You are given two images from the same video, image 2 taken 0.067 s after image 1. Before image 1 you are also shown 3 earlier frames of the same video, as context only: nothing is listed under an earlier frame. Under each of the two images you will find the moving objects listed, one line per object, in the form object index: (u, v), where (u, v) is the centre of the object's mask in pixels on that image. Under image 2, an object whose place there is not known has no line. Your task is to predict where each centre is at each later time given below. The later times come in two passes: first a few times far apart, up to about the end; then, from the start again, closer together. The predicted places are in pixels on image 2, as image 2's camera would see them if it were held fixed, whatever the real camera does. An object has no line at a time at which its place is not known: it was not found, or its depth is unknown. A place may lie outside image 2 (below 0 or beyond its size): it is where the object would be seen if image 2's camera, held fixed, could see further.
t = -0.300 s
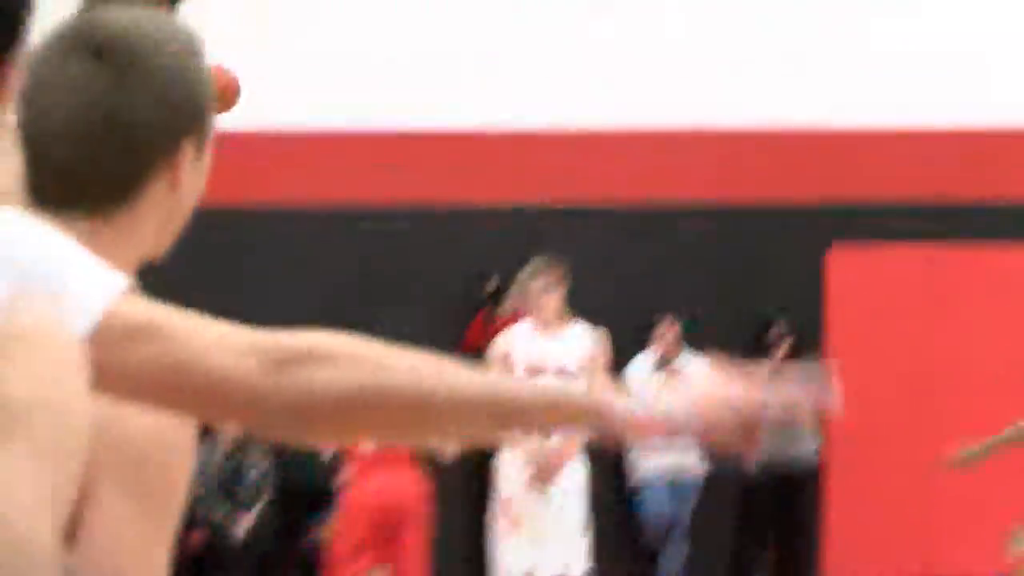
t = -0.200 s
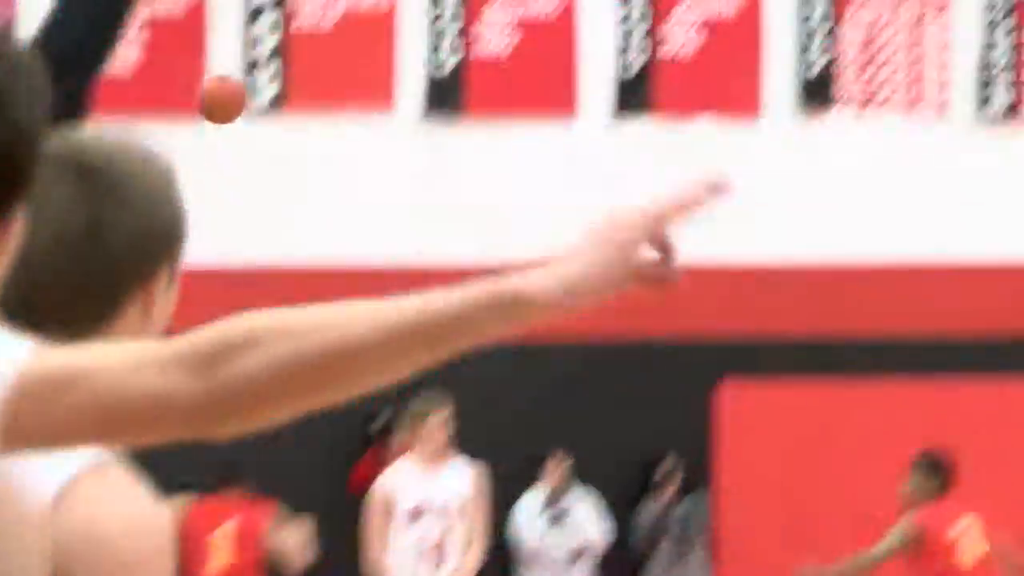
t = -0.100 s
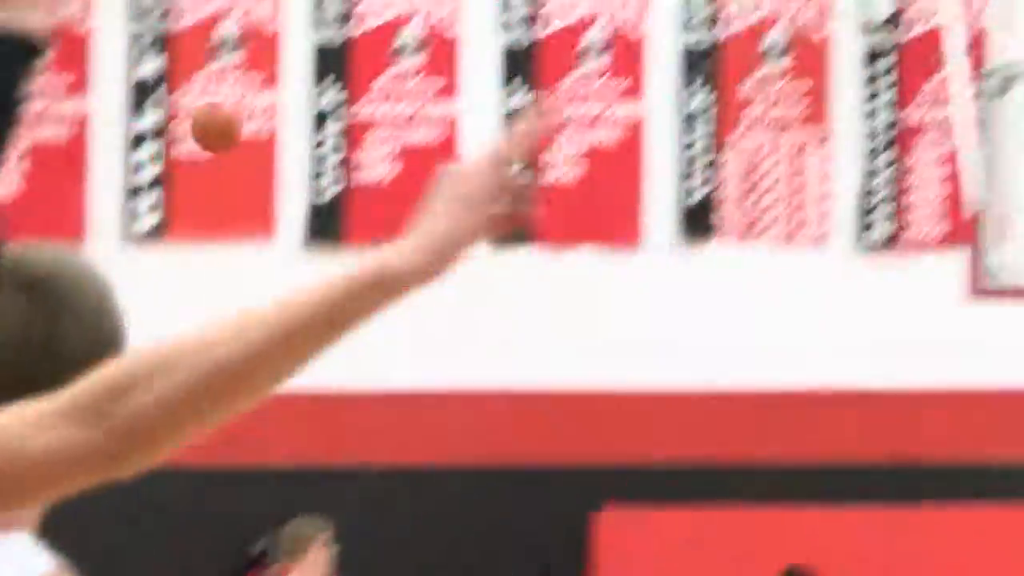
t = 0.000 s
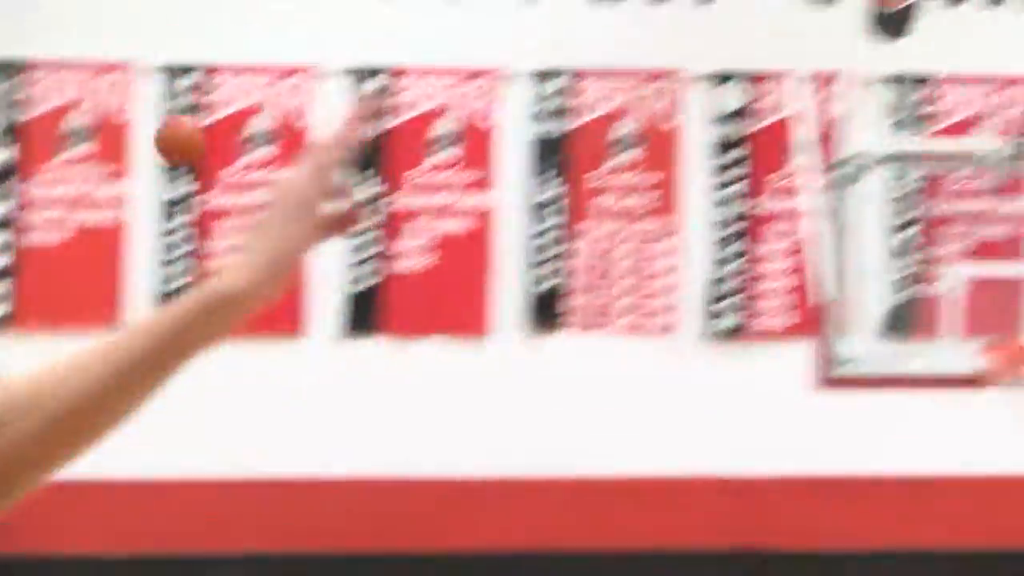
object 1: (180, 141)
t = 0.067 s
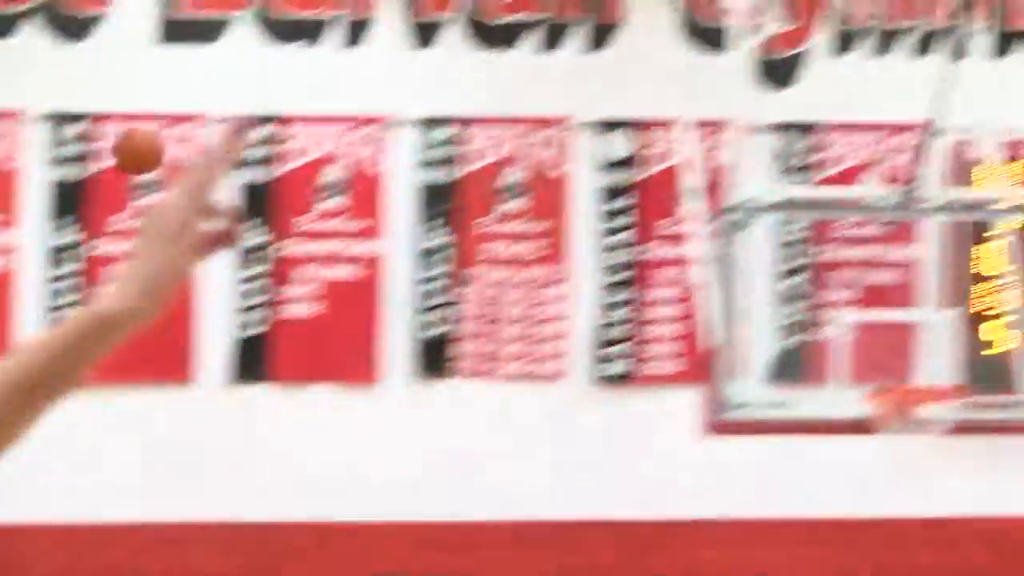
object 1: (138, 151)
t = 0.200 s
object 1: (289, 103)
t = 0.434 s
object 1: (510, 110)
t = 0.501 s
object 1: (571, 128)
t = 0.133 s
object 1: (219, 116)
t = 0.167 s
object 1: (253, 109)
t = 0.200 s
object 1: (289, 103)
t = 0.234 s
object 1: (323, 97)
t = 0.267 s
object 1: (356, 94)
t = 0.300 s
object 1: (387, 93)
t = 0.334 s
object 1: (418, 96)
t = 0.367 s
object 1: (449, 99)
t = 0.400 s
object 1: (479, 103)
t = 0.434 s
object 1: (510, 110)
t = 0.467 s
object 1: (540, 118)
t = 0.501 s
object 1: (571, 128)
